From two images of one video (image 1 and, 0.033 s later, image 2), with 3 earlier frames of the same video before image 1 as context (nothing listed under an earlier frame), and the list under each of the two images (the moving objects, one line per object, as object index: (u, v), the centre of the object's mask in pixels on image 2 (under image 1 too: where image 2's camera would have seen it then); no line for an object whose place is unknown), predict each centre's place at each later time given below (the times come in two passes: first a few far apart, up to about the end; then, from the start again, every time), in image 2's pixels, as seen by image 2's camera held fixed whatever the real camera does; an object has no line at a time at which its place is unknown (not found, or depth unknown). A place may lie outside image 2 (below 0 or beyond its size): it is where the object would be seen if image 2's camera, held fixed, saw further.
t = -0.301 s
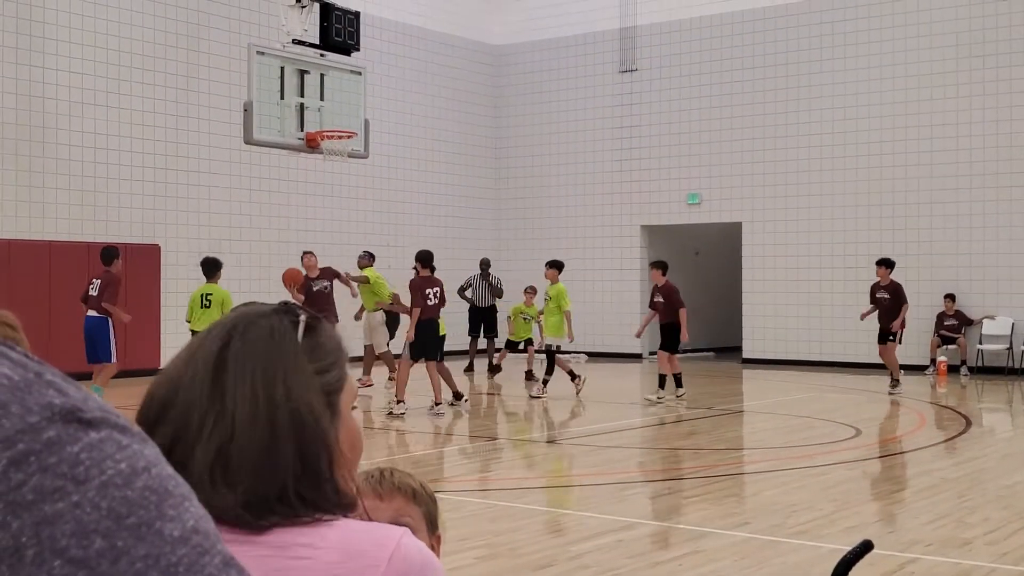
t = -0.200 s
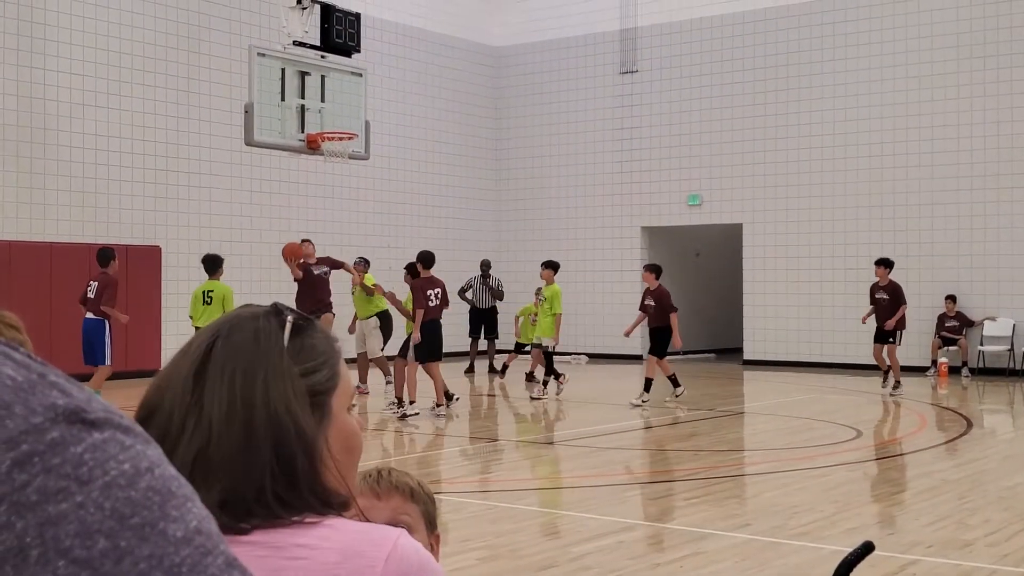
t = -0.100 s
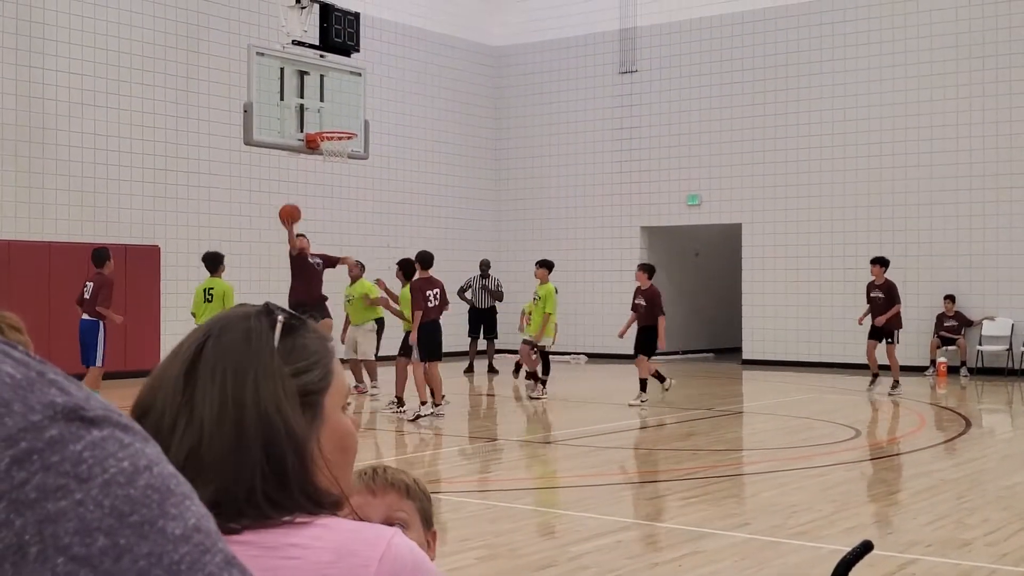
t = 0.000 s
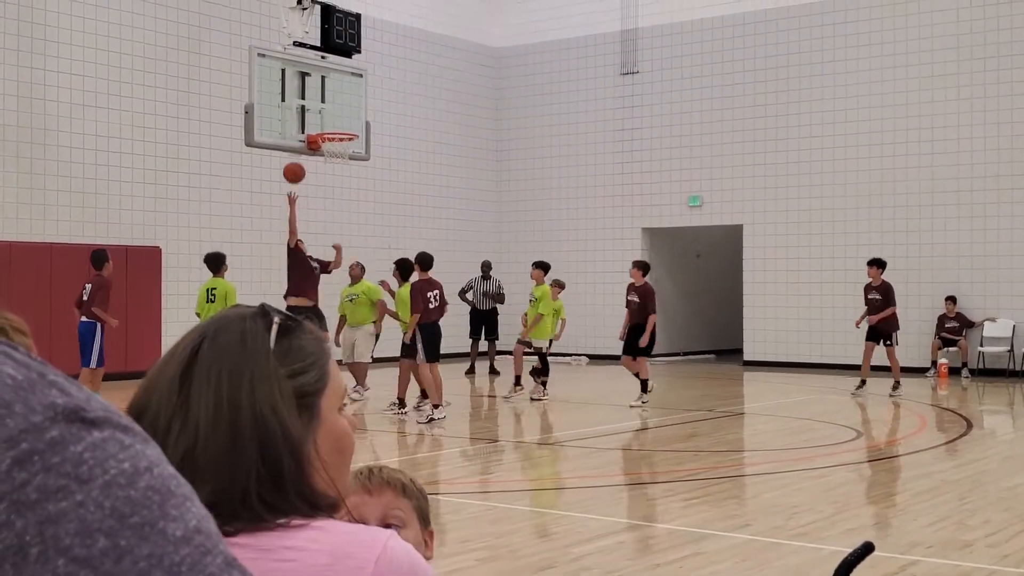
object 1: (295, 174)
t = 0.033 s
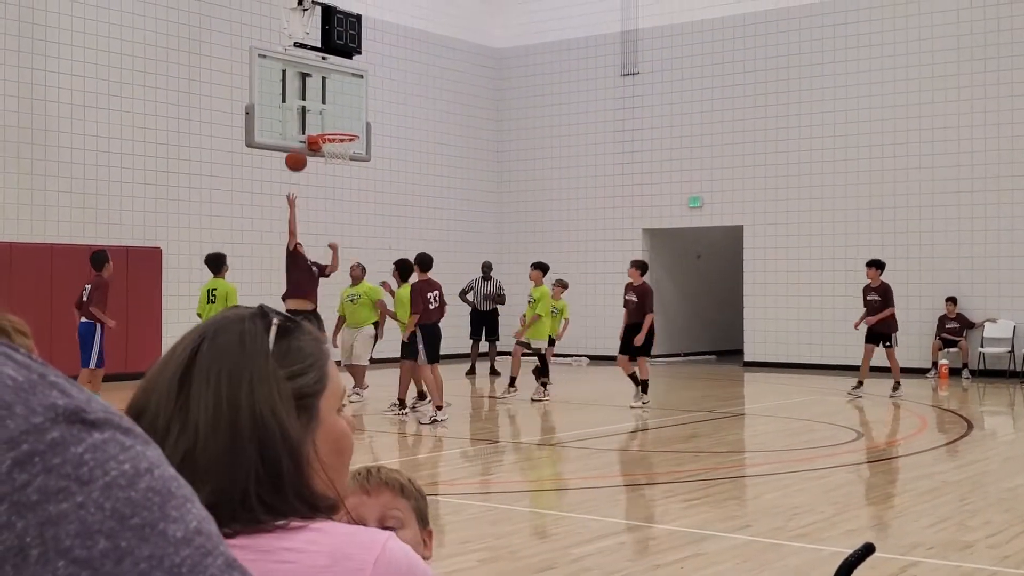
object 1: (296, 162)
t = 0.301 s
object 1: (307, 97)
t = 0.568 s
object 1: (317, 97)
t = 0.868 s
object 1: (331, 109)
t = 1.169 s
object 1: (346, 116)
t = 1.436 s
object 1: (330, 136)
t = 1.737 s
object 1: (341, 175)
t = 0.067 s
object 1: (297, 149)
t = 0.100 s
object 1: (298, 139)
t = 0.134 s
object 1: (300, 130)
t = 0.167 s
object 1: (301, 121)
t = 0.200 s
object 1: (303, 114)
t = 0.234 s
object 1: (304, 107)
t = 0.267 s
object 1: (306, 102)
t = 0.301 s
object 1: (307, 97)
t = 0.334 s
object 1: (308, 94)
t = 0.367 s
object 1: (310, 91)
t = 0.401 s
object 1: (311, 90)
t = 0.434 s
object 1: (312, 89)
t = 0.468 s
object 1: (313, 89)
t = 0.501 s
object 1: (314, 90)
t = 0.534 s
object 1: (316, 93)
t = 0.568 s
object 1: (317, 97)
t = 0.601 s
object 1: (319, 100)
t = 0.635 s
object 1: (320, 105)
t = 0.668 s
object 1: (322, 111)
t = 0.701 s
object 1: (323, 118)
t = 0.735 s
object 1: (324, 125)
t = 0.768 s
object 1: (326, 123)
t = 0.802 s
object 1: (327, 117)
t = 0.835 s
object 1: (329, 112)
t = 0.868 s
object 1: (331, 109)
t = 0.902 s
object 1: (332, 106)
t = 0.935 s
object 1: (334, 104)
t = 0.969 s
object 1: (335, 103)
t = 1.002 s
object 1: (337, 103)
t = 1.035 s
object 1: (339, 104)
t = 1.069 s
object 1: (341, 105)
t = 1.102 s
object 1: (343, 108)
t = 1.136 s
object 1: (344, 112)
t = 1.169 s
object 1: (346, 116)
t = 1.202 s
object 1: (348, 122)
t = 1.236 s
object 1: (350, 126)
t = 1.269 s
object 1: (347, 126)
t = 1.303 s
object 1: (343, 126)
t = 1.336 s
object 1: (340, 126)
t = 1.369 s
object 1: (337, 127)
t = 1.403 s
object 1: (334, 128)
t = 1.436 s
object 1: (330, 136)
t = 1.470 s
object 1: (328, 142)
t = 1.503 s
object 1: (327, 145)
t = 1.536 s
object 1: (328, 148)
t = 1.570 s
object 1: (330, 150)
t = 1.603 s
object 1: (331, 154)
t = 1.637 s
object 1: (334, 158)
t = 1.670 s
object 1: (336, 163)
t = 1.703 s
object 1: (339, 170)
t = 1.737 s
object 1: (341, 175)
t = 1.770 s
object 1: (344, 182)
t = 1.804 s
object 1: (346, 190)
